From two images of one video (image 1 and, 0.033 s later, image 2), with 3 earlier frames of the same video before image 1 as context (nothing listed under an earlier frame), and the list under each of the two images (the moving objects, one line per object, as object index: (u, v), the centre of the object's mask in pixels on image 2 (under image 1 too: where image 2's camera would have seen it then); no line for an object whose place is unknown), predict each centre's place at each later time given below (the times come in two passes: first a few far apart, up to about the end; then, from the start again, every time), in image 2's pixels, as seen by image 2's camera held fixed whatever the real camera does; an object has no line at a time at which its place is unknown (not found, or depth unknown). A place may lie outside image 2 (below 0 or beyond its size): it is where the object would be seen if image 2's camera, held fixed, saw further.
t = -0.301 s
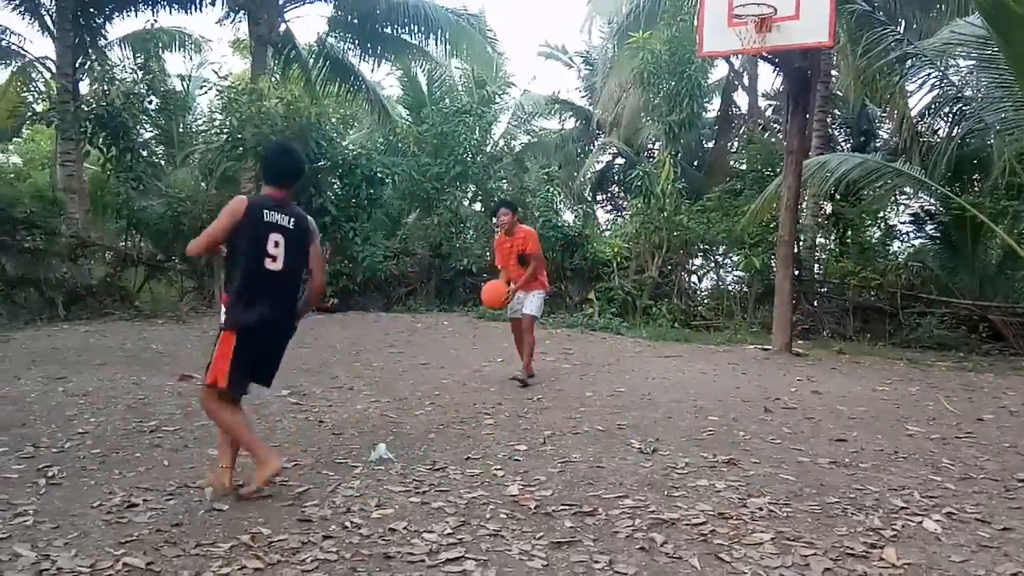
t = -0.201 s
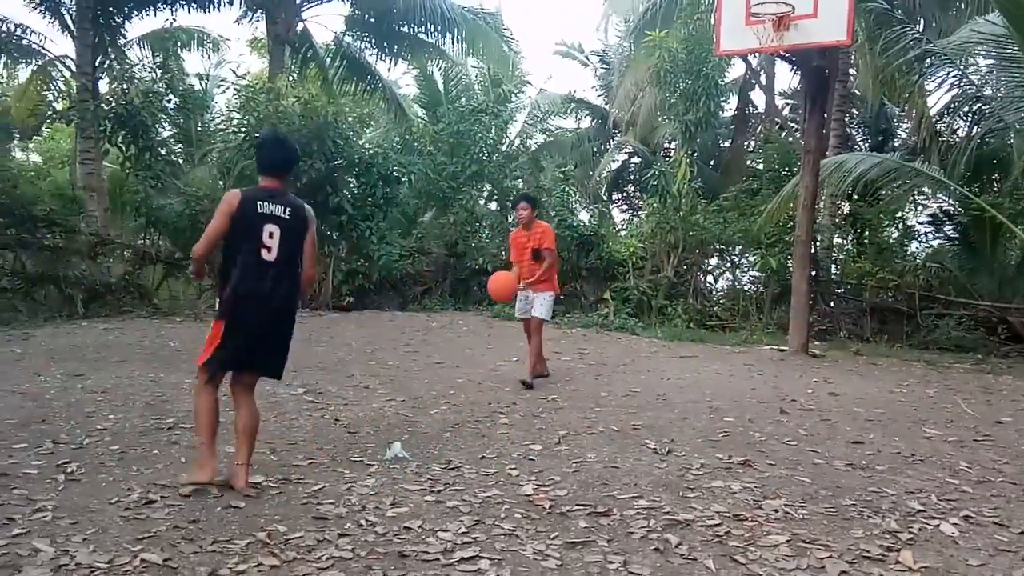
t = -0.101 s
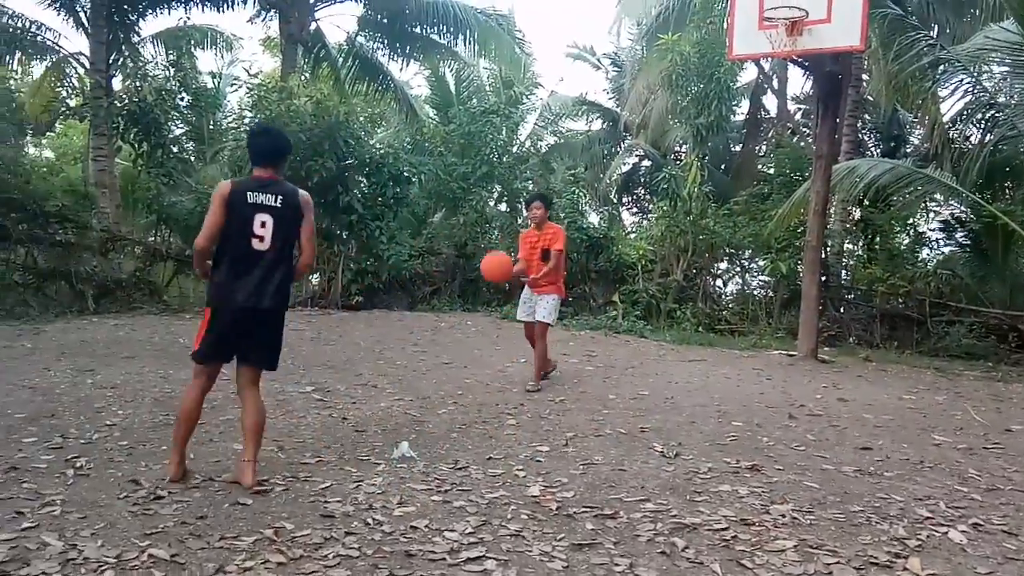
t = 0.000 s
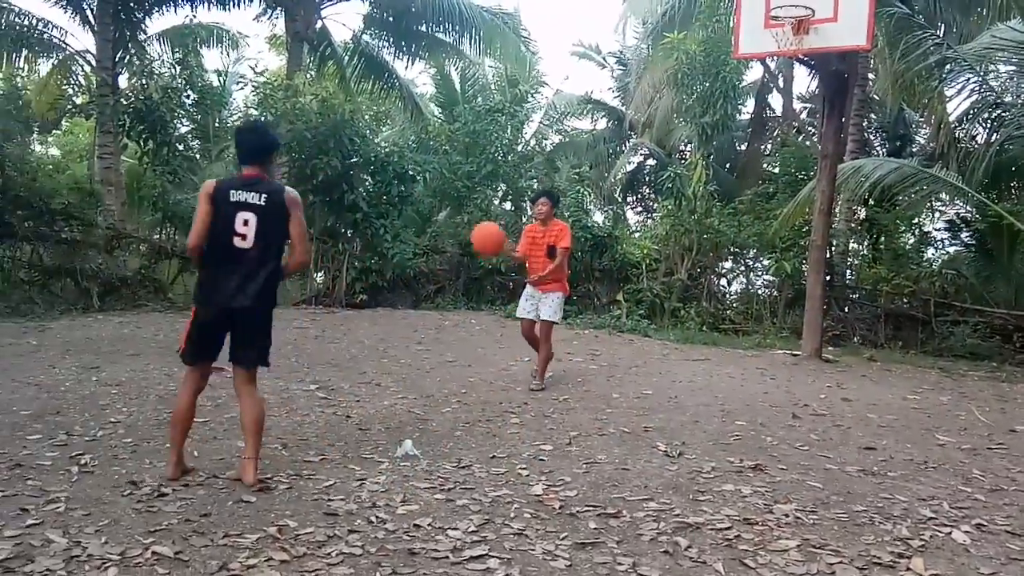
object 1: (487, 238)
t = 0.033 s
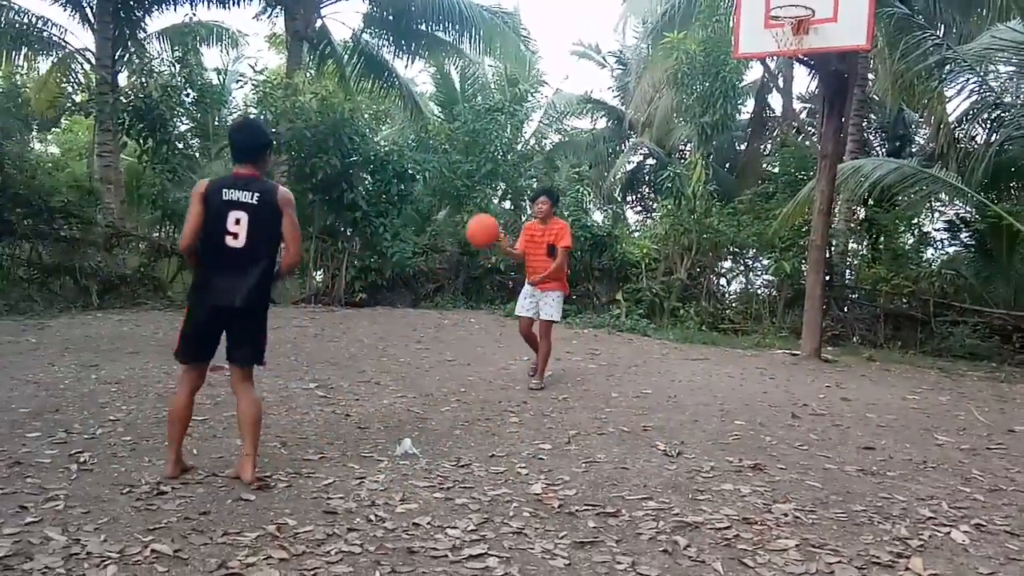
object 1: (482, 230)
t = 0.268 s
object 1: (446, 228)
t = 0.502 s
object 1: (397, 320)
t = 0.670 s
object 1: (356, 417)
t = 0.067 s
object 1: (478, 225)
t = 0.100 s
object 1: (473, 222)
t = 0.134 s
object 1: (468, 220)
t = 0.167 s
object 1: (463, 219)
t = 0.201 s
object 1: (459, 221)
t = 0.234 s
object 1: (452, 224)
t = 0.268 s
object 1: (446, 228)
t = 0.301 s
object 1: (440, 234)
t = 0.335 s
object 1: (433, 243)
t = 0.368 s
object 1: (427, 254)
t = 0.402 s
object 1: (421, 267)
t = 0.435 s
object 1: (414, 283)
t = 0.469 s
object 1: (405, 299)
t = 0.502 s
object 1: (397, 320)
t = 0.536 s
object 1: (390, 344)
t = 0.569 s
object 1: (382, 370)
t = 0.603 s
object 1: (373, 398)
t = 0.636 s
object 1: (364, 431)
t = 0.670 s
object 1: (356, 417)
